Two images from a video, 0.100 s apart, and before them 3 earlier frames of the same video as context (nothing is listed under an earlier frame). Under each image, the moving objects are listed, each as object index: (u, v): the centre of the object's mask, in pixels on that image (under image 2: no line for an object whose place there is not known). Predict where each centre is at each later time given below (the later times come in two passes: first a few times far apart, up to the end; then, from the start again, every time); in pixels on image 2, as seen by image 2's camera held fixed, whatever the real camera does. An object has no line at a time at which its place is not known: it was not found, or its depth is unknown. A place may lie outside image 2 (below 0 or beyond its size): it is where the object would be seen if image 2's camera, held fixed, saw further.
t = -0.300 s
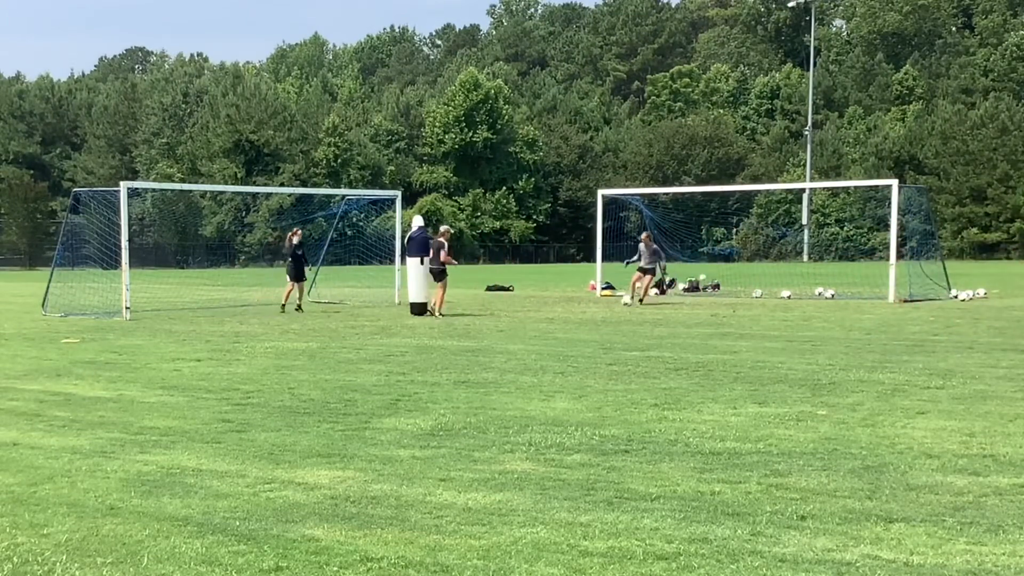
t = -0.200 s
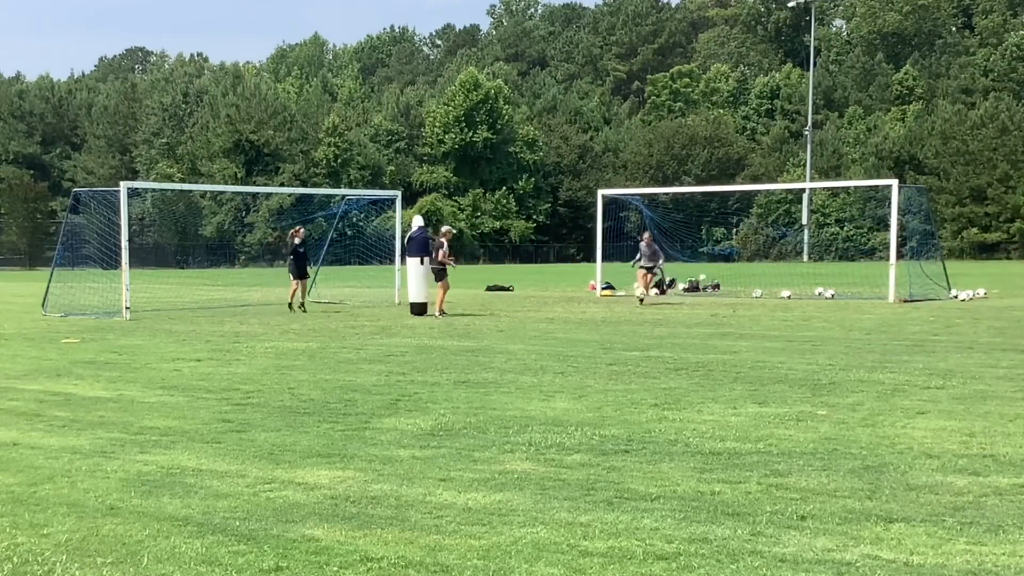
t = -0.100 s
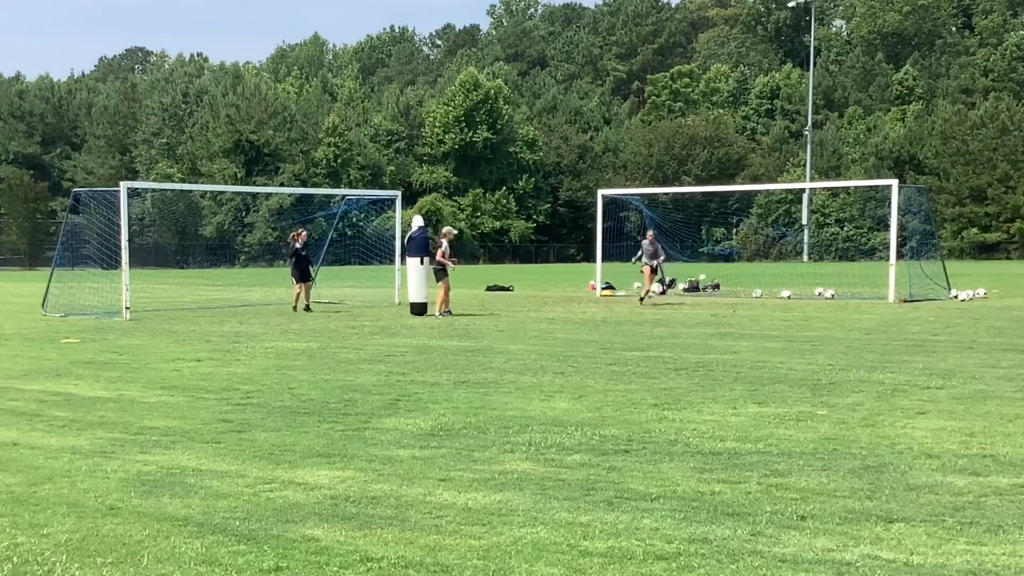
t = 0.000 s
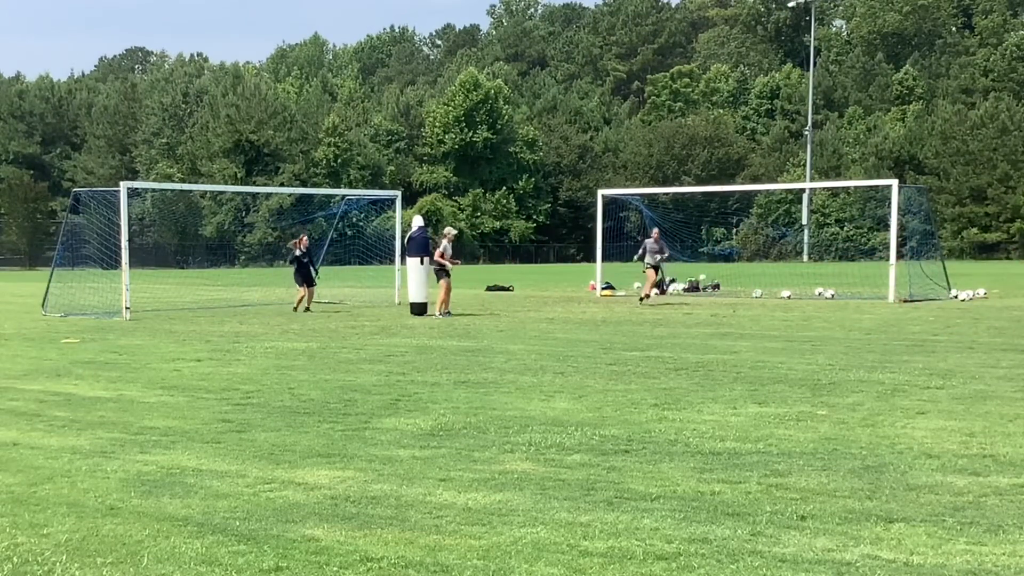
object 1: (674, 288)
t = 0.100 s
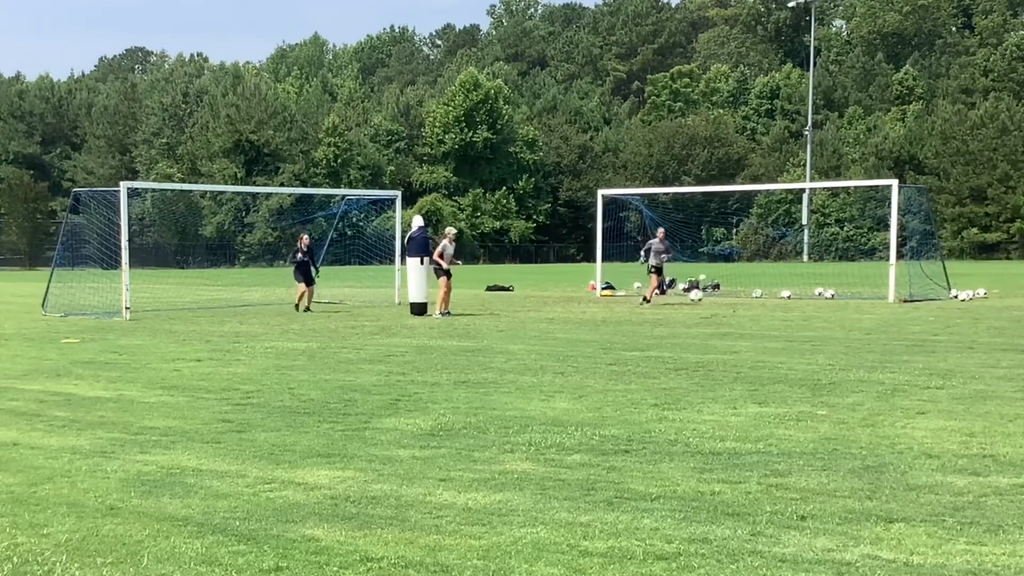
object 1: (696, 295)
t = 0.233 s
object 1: (729, 316)
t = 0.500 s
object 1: (800, 322)
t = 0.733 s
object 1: (871, 334)
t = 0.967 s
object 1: (947, 344)
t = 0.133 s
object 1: (703, 299)
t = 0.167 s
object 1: (711, 304)
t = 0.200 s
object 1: (720, 309)
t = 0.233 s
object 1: (729, 316)
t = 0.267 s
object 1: (738, 320)
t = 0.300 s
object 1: (746, 319)
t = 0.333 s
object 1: (754, 318)
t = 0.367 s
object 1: (762, 317)
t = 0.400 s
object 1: (771, 317)
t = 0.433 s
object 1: (780, 318)
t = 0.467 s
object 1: (790, 320)
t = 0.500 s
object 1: (800, 322)
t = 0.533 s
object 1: (810, 327)
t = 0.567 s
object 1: (820, 329)
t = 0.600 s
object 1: (830, 330)
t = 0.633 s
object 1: (840, 331)
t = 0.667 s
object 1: (851, 332)
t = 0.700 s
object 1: (861, 333)
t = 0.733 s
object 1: (871, 334)
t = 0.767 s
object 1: (882, 336)
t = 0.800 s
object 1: (893, 338)
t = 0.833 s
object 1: (903, 339)
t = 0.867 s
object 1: (914, 340)
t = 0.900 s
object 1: (924, 341)
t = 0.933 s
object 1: (936, 343)
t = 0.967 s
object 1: (947, 344)
